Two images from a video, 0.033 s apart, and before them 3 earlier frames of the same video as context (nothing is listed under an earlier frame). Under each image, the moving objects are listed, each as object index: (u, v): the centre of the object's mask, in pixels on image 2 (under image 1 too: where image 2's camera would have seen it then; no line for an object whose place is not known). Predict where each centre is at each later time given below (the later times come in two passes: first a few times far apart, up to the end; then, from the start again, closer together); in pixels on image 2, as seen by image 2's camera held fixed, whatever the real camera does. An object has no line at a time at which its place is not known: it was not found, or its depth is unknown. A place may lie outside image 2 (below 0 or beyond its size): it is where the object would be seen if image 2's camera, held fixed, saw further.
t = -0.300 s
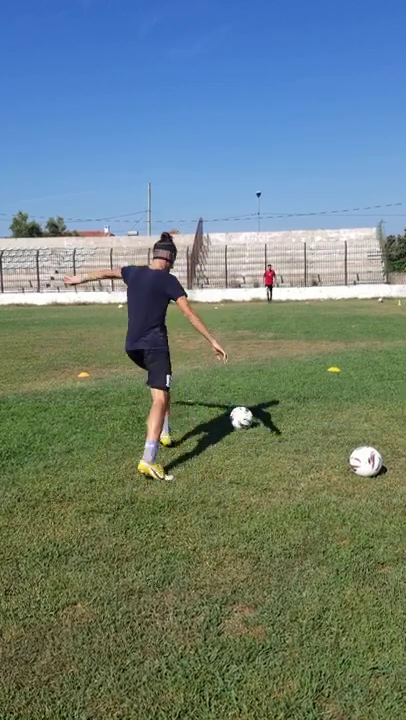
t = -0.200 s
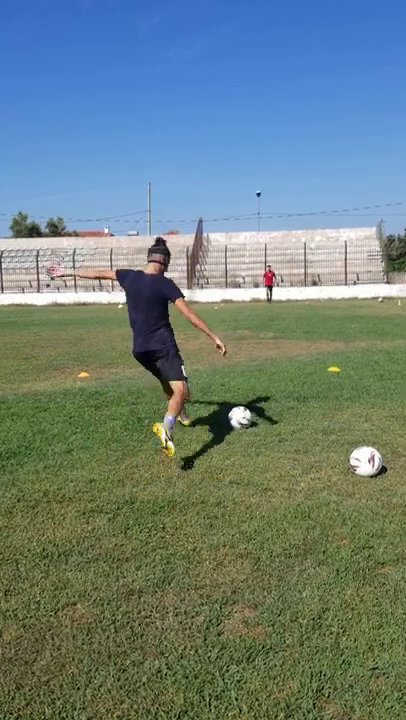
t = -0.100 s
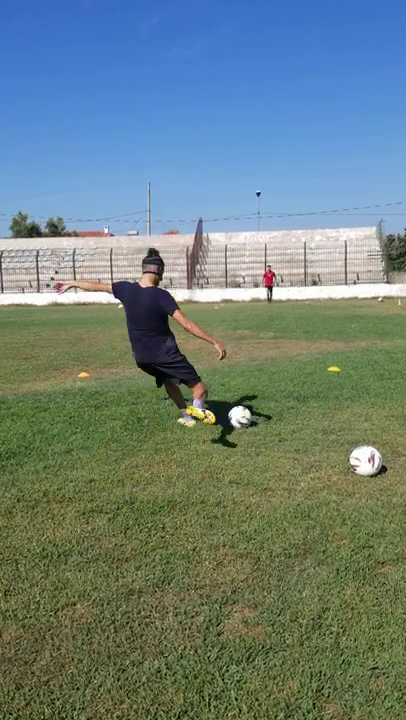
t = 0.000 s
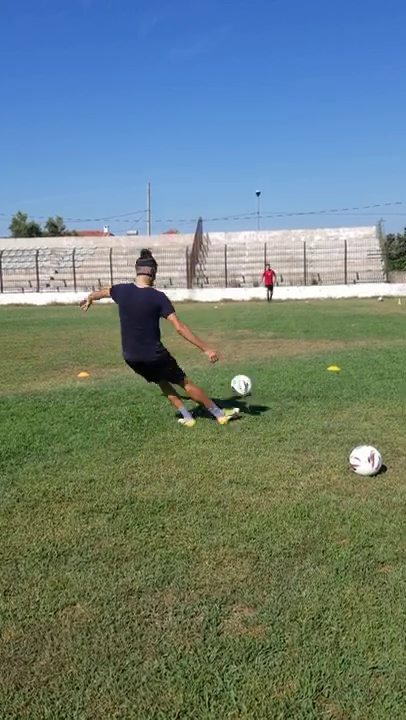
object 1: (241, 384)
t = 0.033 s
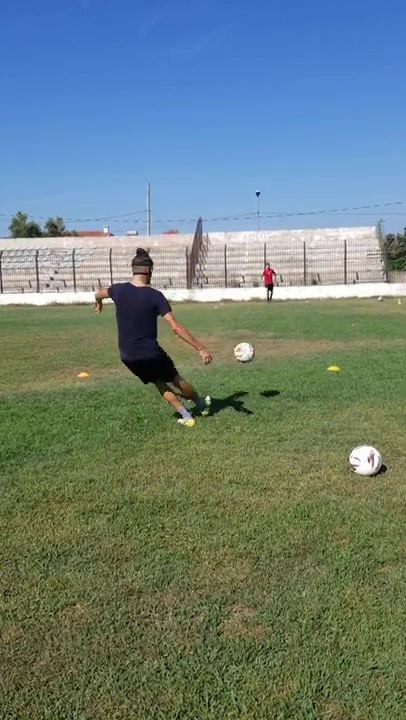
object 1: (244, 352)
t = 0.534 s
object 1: (262, 166)
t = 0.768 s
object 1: (265, 153)
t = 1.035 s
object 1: (268, 159)
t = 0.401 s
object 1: (259, 186)
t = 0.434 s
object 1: (260, 179)
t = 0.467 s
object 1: (260, 174)
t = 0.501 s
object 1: (261, 170)
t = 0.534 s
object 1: (262, 166)
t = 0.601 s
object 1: (262, 160)
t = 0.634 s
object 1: (263, 157)
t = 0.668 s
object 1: (263, 156)
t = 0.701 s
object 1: (264, 154)
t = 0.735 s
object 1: (265, 153)
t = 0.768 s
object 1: (265, 153)
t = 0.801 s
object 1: (266, 152)
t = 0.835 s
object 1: (266, 152)
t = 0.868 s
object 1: (266, 153)
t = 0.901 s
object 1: (266, 154)
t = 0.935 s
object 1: (267, 155)
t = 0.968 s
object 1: (267, 156)
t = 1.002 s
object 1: (268, 157)
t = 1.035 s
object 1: (268, 159)
